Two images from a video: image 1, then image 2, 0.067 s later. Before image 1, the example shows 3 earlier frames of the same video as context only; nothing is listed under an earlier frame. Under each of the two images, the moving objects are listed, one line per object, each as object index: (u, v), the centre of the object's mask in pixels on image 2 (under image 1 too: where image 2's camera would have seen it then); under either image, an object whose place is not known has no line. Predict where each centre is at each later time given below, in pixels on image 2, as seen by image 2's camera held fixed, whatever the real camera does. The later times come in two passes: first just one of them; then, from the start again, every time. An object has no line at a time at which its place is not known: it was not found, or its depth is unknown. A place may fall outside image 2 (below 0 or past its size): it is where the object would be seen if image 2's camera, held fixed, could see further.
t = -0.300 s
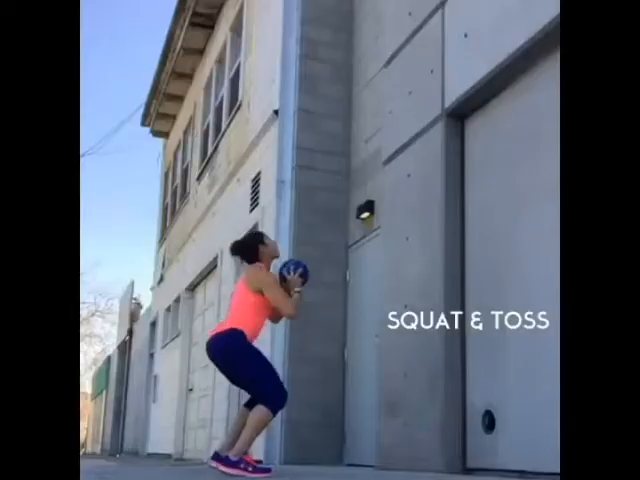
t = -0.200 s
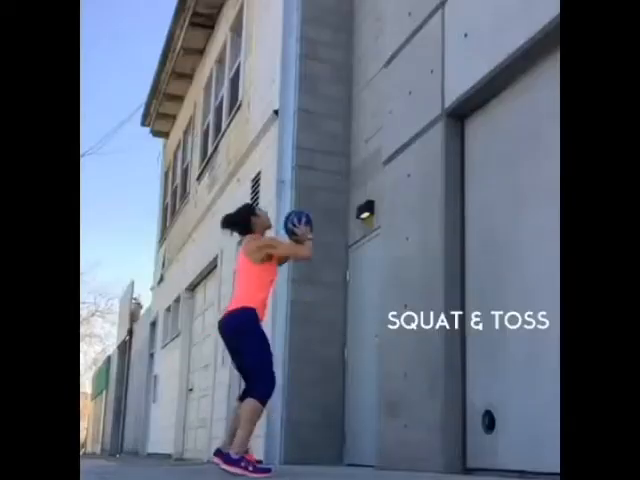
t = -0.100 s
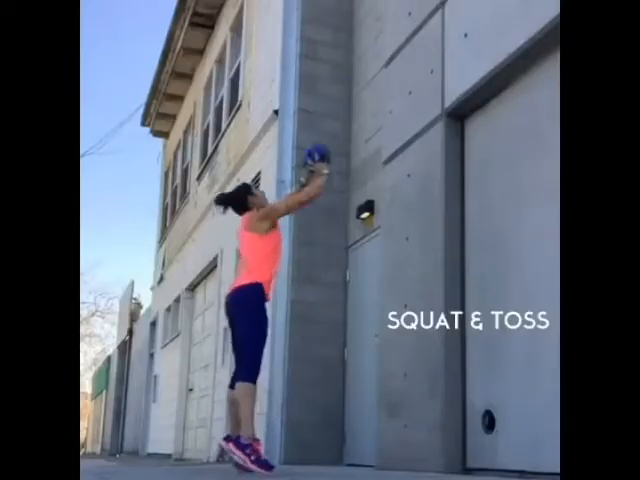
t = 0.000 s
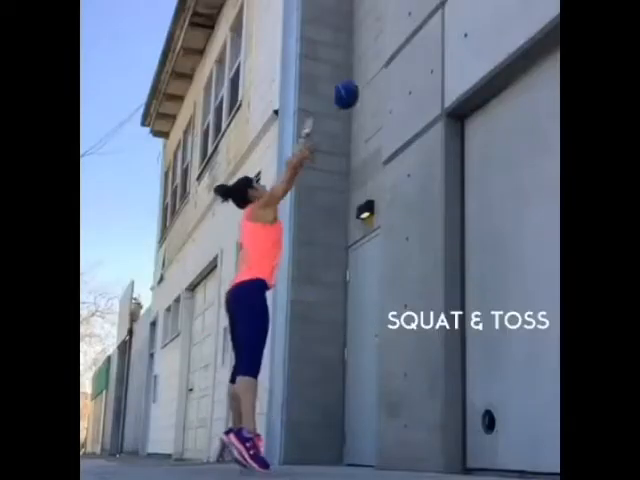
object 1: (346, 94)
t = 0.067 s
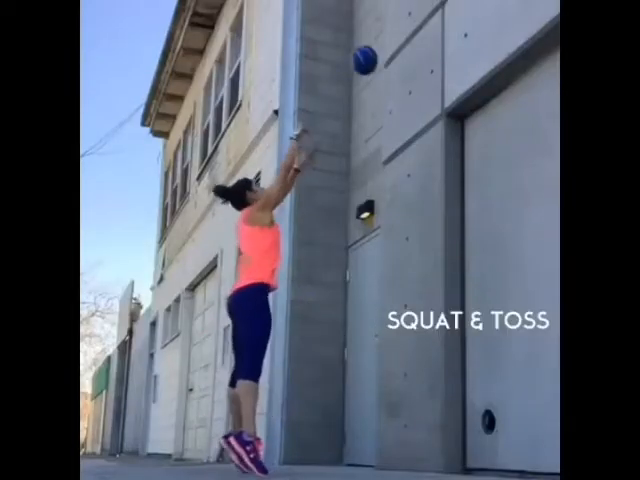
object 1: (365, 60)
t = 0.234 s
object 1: (407, 10)
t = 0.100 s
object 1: (373, 46)
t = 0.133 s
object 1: (382, 33)
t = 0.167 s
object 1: (391, 22)
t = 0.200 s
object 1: (400, 13)
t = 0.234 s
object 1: (407, 10)
